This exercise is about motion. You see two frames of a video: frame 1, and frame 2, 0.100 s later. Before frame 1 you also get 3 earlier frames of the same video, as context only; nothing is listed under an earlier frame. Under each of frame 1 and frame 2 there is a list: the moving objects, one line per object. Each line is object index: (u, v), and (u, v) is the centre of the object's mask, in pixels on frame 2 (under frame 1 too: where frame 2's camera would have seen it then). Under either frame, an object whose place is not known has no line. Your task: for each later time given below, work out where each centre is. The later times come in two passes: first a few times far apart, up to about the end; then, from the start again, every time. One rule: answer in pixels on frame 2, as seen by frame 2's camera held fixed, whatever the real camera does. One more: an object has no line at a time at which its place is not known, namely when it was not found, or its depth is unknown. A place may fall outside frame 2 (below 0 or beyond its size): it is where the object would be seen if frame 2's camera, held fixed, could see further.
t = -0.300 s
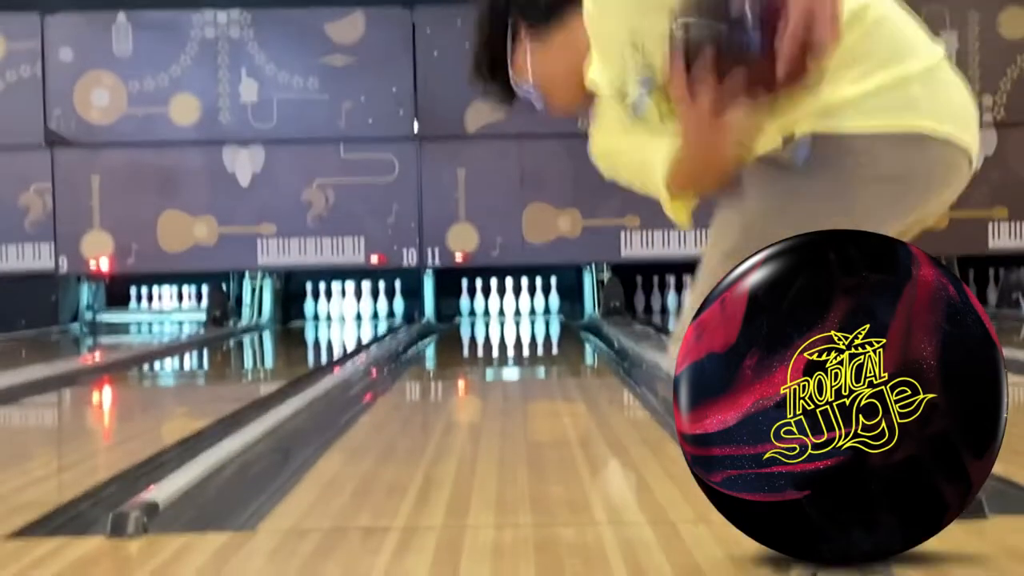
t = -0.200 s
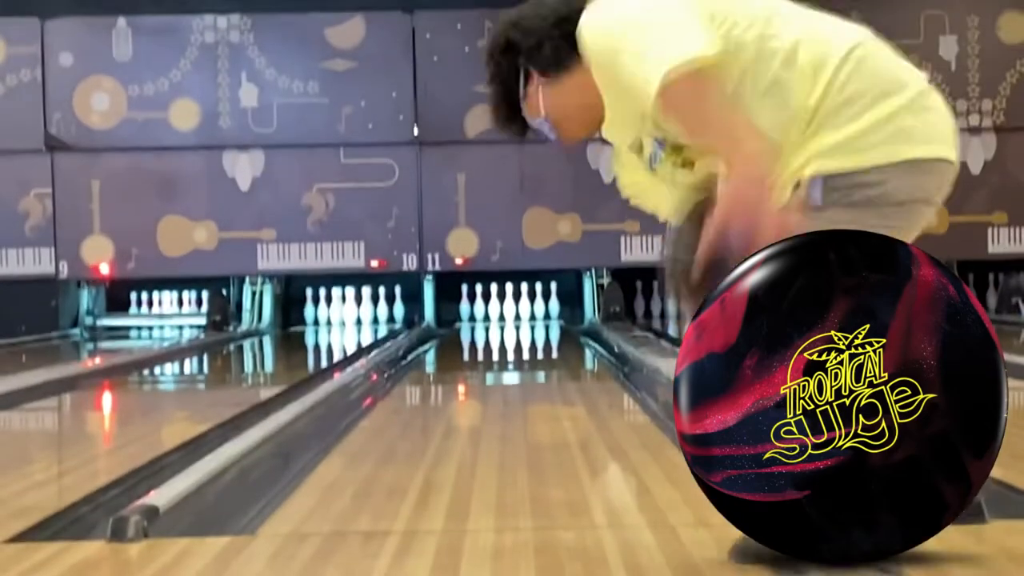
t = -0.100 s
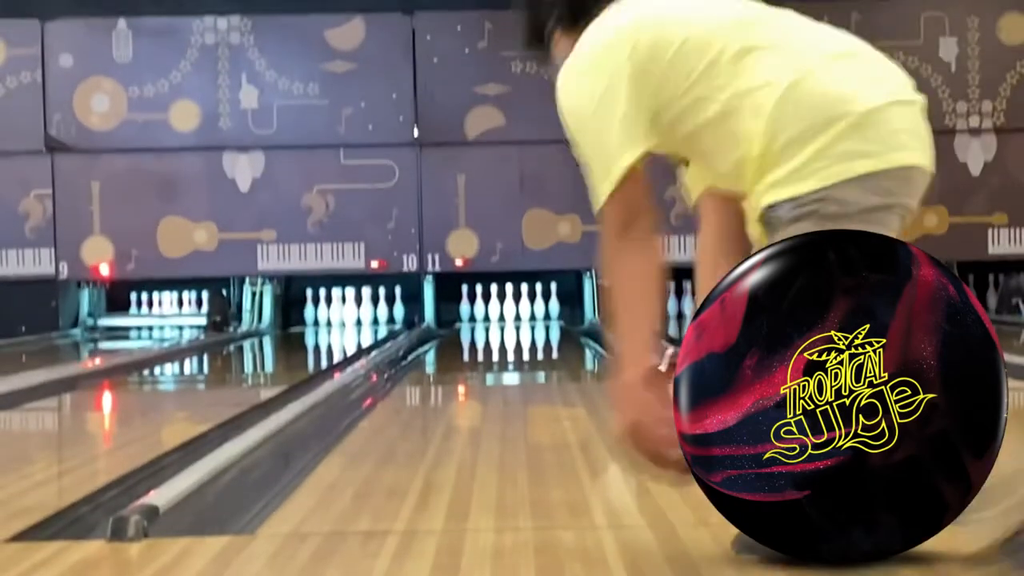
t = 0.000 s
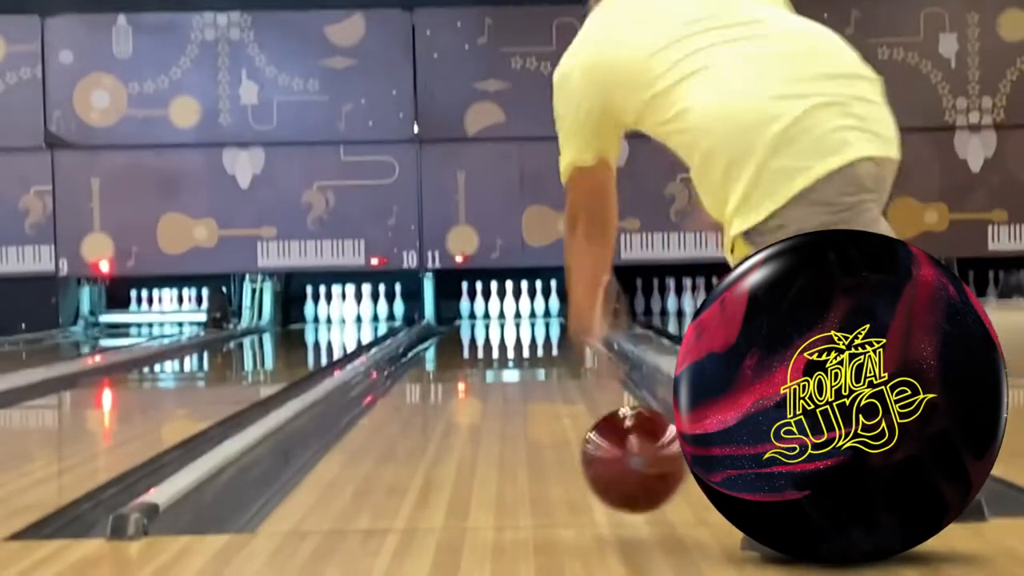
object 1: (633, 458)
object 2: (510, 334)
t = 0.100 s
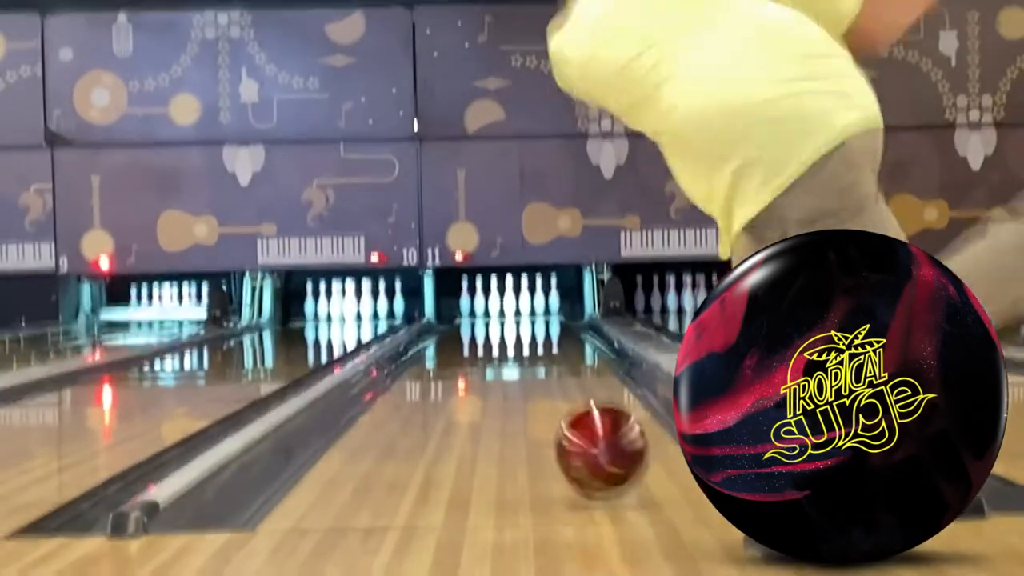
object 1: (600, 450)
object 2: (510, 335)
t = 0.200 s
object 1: (576, 435)
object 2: (510, 335)
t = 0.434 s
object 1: (536, 398)
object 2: (510, 334)
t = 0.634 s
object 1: (515, 378)
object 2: (510, 333)
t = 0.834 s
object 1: (496, 363)
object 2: (507, 333)
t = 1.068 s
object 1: (487, 349)
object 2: (509, 332)
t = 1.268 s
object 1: (480, 341)
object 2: (510, 325)
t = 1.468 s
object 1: (475, 335)
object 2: (510, 326)
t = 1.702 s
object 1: (470, 327)
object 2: (510, 326)
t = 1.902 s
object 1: (469, 323)
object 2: (510, 325)
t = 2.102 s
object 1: (471, 318)
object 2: (510, 326)
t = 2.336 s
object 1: (478, 314)
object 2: (510, 325)
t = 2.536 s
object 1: (488, 311)
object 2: (510, 326)
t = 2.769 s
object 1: (500, 307)
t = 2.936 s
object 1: (502, 307)
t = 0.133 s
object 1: (591, 442)
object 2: (510, 333)
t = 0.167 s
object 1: (583, 441)
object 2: (510, 335)
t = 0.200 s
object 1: (576, 435)
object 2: (510, 335)
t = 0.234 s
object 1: (569, 428)
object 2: (510, 335)
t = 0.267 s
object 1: (562, 422)
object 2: (510, 334)
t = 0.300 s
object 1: (556, 414)
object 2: (510, 334)
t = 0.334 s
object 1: (551, 410)
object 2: (510, 334)
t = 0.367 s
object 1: (545, 406)
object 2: (510, 335)
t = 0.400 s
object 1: (541, 403)
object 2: (510, 334)
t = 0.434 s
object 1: (536, 398)
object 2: (510, 334)
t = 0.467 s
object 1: (532, 393)
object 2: (510, 334)
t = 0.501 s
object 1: (528, 389)
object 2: (510, 333)
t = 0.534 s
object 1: (524, 385)
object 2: (510, 334)
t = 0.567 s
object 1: (521, 384)
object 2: (510, 335)
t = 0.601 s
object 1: (518, 382)
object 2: (510, 334)
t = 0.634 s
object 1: (515, 378)
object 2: (510, 333)
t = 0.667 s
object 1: (507, 375)
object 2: (510, 332)
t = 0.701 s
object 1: (501, 371)
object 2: (510, 331)
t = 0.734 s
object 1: (498, 369)
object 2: (508, 331)
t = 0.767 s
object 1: (498, 367)
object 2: (507, 334)
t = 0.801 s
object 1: (497, 365)
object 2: (507, 333)
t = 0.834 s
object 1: (496, 363)
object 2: (507, 333)
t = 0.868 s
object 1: (495, 361)
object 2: (507, 332)
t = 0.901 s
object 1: (494, 359)
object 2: (507, 330)
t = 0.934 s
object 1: (494, 356)
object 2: (508, 331)
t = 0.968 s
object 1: (493, 354)
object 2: (508, 327)
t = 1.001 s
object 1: (490, 352)
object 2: (508, 330)
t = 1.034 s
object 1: (488, 351)
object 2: (509, 330)
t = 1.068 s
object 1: (487, 349)
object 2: (509, 332)
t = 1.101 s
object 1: (486, 348)
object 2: (509, 330)
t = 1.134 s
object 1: (485, 346)
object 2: (509, 329)
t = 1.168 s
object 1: (483, 344)
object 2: (510, 327)
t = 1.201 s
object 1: (482, 343)
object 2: (510, 327)
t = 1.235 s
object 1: (481, 342)
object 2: (510, 326)
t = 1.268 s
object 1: (480, 341)
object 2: (510, 325)
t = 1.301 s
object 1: (479, 339)
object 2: (510, 325)
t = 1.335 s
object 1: (478, 338)
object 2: (510, 325)
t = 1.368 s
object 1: (476, 337)
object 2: (510, 326)
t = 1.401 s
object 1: (476, 337)
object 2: (510, 326)
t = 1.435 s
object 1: (476, 336)
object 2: (510, 326)
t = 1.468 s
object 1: (475, 335)
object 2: (510, 326)
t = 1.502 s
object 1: (475, 332)
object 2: (510, 325)
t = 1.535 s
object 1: (474, 331)
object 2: (510, 325)
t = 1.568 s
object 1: (474, 330)
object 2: (510, 325)
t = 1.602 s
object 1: (473, 330)
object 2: (510, 325)
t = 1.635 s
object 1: (472, 329)
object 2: (510, 326)
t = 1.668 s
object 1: (471, 328)
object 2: (510, 326)
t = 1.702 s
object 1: (470, 327)
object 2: (510, 326)
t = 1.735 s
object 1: (470, 326)
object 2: (510, 326)
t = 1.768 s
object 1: (470, 325)
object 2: (510, 326)
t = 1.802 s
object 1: (469, 325)
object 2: (510, 326)
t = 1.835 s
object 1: (469, 324)
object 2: (510, 326)
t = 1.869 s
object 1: (469, 323)
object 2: (510, 325)
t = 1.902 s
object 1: (469, 323)
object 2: (510, 325)
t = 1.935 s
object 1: (469, 322)
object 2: (510, 325)
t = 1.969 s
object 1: (469, 321)
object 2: (510, 325)
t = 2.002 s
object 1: (469, 320)
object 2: (510, 325)
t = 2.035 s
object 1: (470, 319)
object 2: (510, 325)
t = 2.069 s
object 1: (470, 318)
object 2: (510, 325)
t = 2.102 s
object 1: (471, 318)
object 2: (510, 326)
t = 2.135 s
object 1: (472, 317)
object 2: (510, 326)
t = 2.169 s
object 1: (473, 317)
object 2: (510, 325)
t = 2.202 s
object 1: (474, 316)
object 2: (510, 325)
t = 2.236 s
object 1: (475, 315)
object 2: (510, 325)
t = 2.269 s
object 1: (476, 314)
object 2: (510, 326)
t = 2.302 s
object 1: (477, 314)
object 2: (510, 326)
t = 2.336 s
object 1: (478, 314)
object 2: (510, 325)
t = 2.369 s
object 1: (479, 313)
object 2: (510, 325)
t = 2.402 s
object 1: (480, 313)
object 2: (510, 325)
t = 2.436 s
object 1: (482, 313)
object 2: (510, 326)
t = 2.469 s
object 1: (484, 311)
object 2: (510, 326)
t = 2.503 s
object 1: (485, 312)
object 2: (510, 326)
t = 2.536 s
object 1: (488, 311)
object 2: (510, 326)
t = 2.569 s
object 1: (489, 310)
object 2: (510, 325)
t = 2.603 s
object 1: (490, 309)
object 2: (510, 325)
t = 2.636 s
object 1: (493, 309)
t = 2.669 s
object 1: (495, 309)
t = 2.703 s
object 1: (496, 308)
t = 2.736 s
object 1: (498, 307)
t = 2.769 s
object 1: (500, 307)
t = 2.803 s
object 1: (499, 307)
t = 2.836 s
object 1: (501, 307)
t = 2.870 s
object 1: (502, 306)
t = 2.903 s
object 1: (503, 306)
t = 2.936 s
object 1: (502, 307)
